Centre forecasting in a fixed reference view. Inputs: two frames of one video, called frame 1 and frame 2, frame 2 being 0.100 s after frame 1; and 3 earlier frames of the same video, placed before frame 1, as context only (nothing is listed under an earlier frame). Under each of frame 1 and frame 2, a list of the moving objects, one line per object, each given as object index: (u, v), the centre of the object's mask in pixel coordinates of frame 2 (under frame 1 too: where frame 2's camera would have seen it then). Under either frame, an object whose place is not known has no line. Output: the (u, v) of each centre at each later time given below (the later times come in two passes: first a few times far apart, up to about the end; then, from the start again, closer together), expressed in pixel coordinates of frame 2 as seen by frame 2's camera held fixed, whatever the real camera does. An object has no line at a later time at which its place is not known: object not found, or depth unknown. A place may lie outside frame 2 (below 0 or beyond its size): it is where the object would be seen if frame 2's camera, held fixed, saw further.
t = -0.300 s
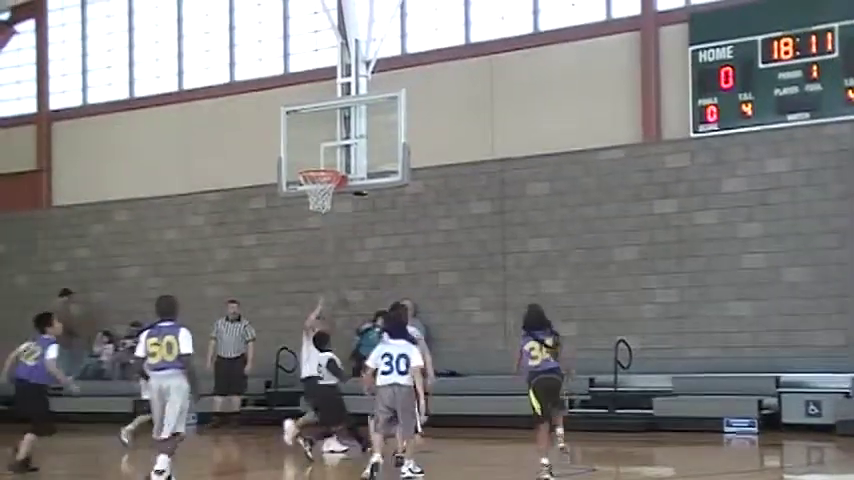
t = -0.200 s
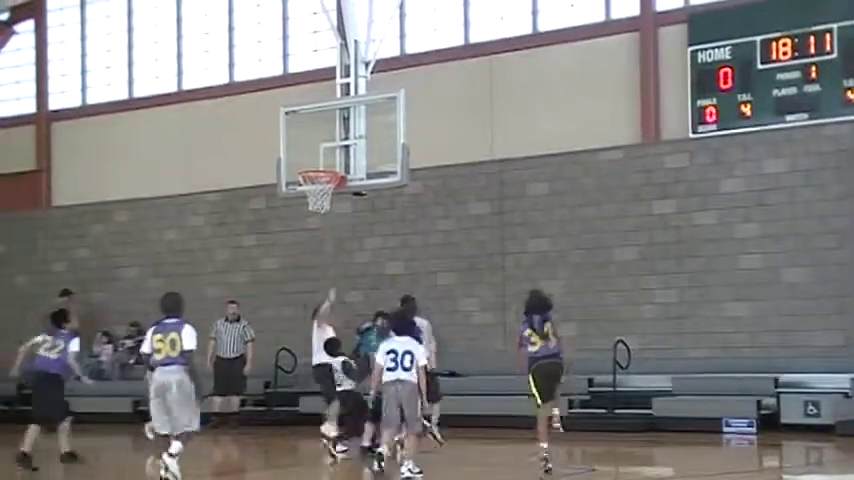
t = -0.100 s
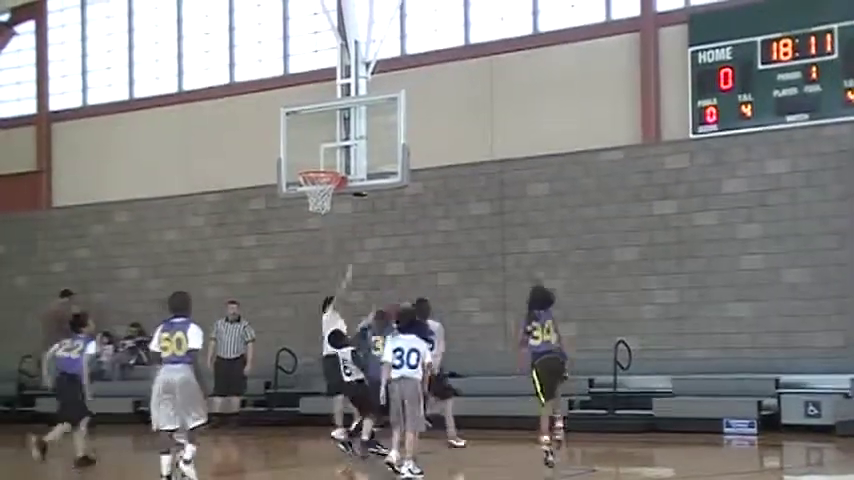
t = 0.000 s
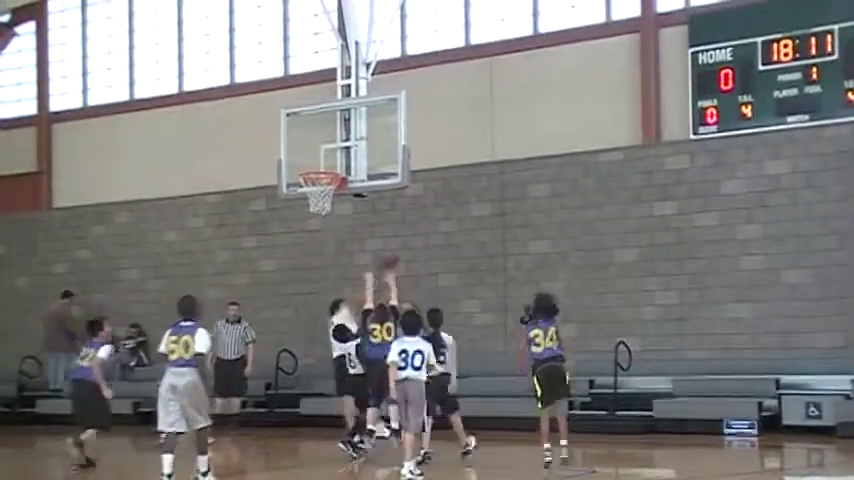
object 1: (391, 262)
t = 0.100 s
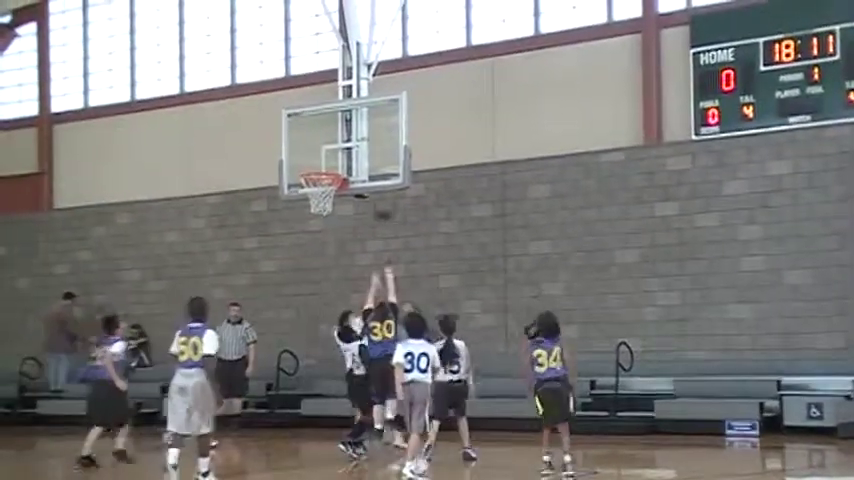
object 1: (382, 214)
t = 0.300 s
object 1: (371, 144)
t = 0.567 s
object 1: (360, 118)
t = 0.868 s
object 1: (337, 153)
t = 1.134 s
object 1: (309, 201)
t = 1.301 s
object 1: (308, 236)
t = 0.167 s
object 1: (379, 181)
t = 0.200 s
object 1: (377, 171)
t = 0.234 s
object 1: (375, 161)
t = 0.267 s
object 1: (374, 152)
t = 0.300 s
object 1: (371, 144)
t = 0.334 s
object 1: (370, 137)
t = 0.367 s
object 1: (368, 131)
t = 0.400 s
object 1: (367, 127)
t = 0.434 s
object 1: (365, 123)
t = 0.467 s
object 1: (364, 120)
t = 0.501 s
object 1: (362, 119)
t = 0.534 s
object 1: (361, 118)
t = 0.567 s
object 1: (360, 118)
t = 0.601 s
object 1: (359, 118)
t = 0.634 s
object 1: (358, 122)
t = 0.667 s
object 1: (356, 125)
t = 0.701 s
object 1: (353, 129)
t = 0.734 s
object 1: (352, 134)
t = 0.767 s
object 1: (351, 139)
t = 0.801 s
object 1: (346, 144)
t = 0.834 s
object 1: (341, 148)
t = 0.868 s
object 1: (337, 153)
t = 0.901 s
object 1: (330, 159)
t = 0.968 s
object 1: (321, 175)
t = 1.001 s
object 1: (316, 181)
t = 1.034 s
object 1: (312, 189)
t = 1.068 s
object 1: (308, 197)
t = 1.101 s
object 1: (309, 200)
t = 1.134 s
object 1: (309, 201)
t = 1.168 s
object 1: (311, 207)
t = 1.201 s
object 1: (310, 213)
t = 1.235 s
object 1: (309, 218)
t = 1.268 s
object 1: (308, 225)
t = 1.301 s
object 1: (308, 236)
